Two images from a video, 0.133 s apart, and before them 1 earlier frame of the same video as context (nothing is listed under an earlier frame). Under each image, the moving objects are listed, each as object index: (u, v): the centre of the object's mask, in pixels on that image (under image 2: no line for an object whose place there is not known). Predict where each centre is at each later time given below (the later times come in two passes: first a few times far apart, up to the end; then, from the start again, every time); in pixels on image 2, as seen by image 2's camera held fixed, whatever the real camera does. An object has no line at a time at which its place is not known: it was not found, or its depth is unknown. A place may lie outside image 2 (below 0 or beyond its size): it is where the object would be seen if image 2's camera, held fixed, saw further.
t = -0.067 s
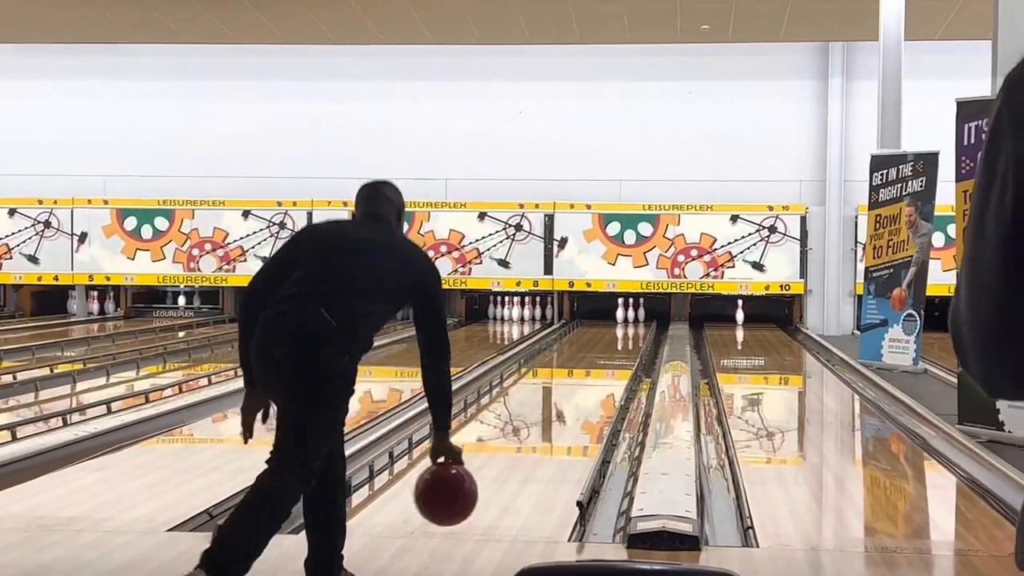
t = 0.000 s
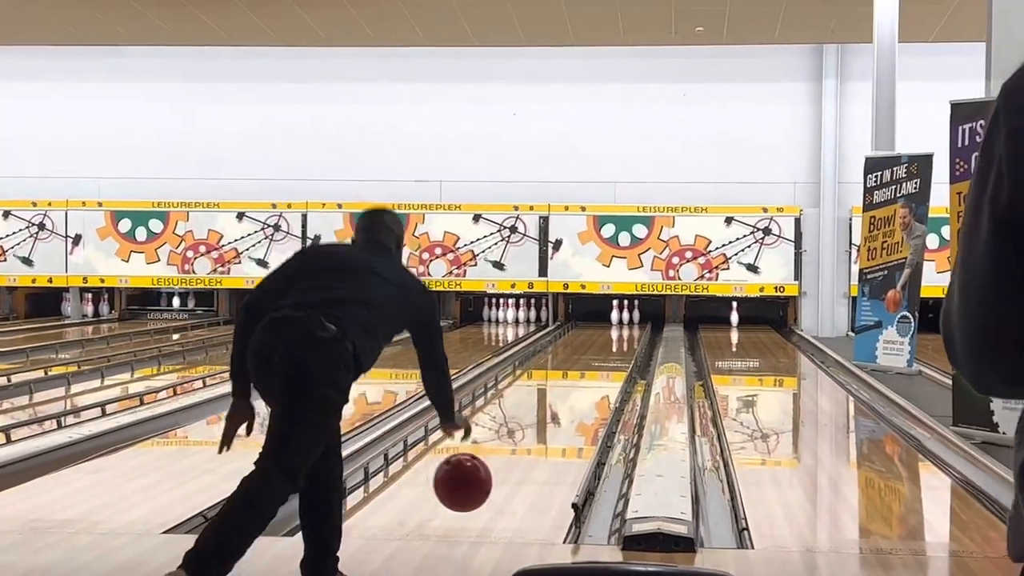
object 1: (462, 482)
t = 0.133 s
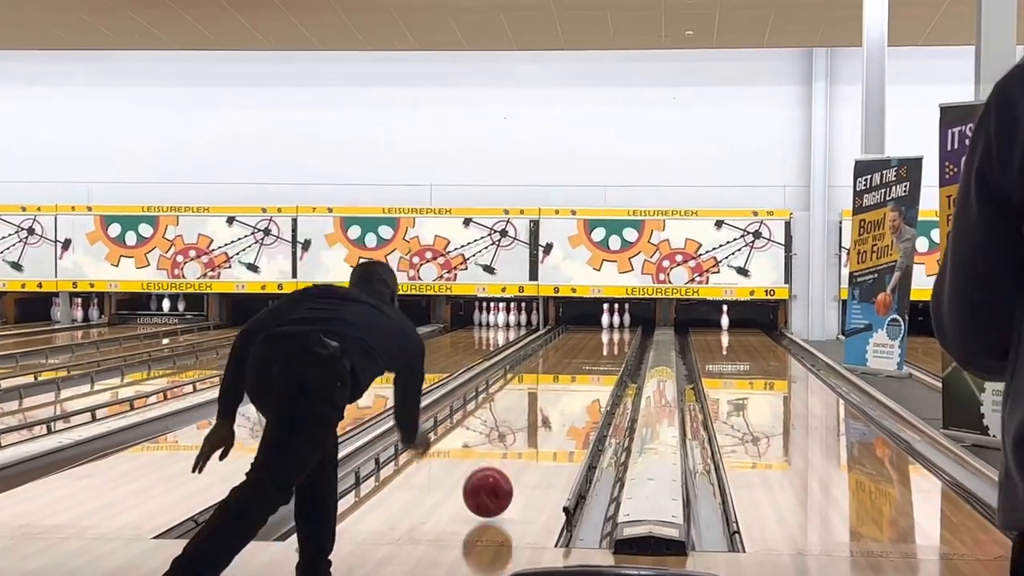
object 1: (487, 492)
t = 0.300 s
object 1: (518, 459)
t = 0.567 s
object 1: (552, 419)
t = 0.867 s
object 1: (576, 391)
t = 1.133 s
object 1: (592, 373)
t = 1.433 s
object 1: (605, 357)
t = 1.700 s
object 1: (614, 348)
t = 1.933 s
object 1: (619, 341)
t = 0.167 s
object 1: (495, 486)
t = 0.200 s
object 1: (501, 479)
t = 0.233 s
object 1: (507, 472)
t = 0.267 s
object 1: (513, 465)
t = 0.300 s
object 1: (518, 459)
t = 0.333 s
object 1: (523, 453)
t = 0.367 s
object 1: (528, 447)
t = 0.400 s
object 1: (533, 442)
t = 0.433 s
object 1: (537, 437)
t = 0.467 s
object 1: (541, 432)
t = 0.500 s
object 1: (545, 428)
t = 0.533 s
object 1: (548, 423)
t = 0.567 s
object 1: (552, 419)
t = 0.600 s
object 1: (555, 416)
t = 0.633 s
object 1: (558, 412)
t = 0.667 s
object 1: (561, 408)
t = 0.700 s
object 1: (564, 405)
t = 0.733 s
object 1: (566, 402)
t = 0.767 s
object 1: (569, 399)
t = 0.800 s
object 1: (571, 396)
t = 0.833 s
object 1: (574, 393)
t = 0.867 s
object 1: (576, 391)
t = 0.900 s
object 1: (578, 388)
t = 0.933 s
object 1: (580, 386)
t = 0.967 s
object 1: (583, 383)
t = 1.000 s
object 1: (584, 381)
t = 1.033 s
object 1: (587, 379)
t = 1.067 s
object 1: (588, 377)
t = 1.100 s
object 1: (590, 375)
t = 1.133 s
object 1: (592, 373)
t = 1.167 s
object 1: (594, 370)
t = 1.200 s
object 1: (595, 369)
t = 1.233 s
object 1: (597, 367)
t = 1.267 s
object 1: (598, 365)
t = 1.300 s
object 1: (600, 364)
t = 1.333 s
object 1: (601, 362)
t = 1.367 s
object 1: (602, 360)
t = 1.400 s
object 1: (604, 358)
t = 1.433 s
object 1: (605, 357)
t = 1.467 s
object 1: (606, 356)
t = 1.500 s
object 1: (607, 355)
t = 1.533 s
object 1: (609, 353)
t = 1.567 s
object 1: (610, 352)
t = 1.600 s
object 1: (611, 351)
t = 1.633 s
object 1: (612, 350)
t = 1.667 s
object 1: (613, 349)
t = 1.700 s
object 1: (614, 348)
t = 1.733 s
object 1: (615, 347)
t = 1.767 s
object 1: (615, 346)
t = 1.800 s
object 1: (616, 345)
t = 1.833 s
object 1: (617, 344)
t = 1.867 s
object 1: (618, 343)
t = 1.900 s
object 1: (618, 342)
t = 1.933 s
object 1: (619, 341)
